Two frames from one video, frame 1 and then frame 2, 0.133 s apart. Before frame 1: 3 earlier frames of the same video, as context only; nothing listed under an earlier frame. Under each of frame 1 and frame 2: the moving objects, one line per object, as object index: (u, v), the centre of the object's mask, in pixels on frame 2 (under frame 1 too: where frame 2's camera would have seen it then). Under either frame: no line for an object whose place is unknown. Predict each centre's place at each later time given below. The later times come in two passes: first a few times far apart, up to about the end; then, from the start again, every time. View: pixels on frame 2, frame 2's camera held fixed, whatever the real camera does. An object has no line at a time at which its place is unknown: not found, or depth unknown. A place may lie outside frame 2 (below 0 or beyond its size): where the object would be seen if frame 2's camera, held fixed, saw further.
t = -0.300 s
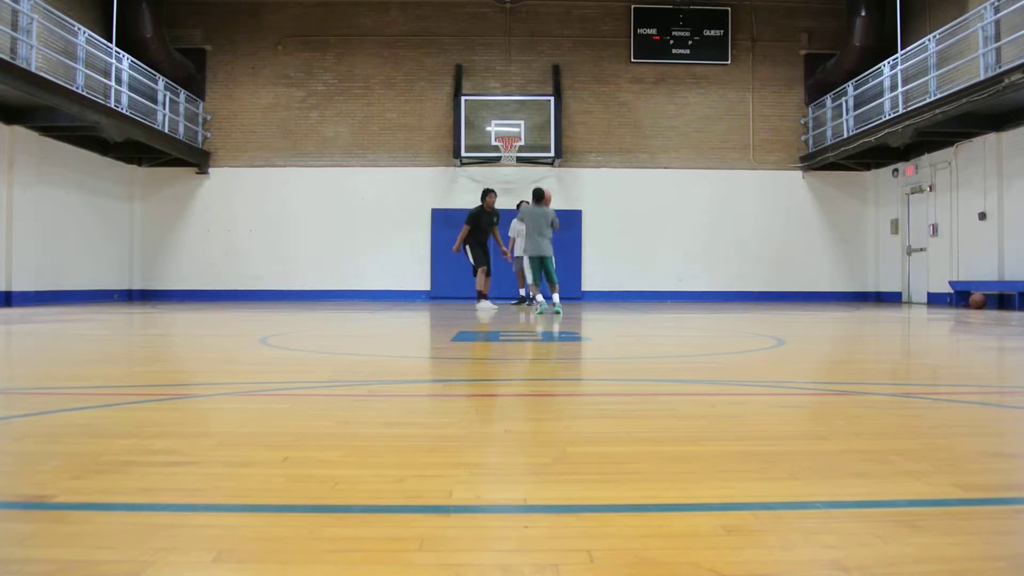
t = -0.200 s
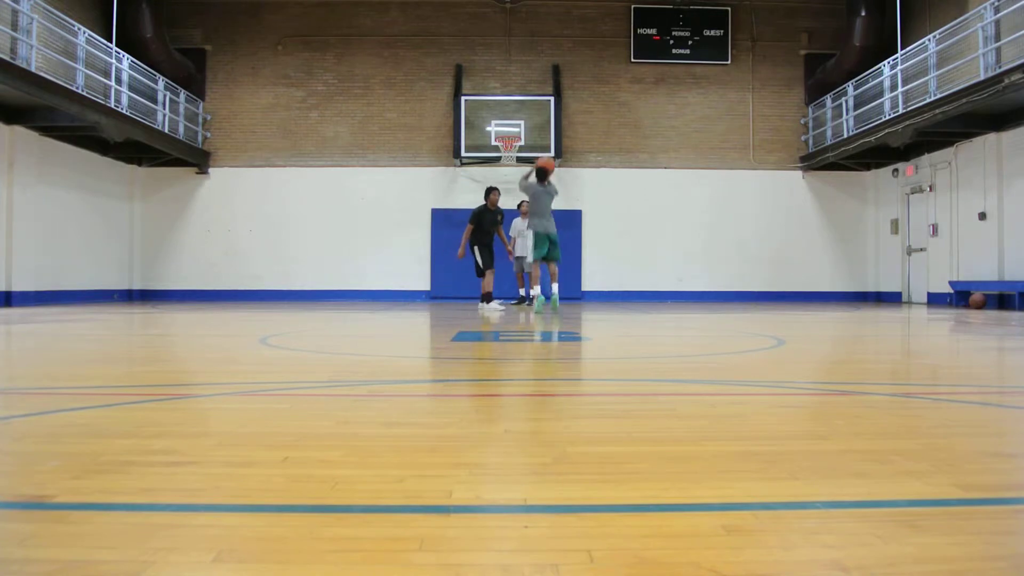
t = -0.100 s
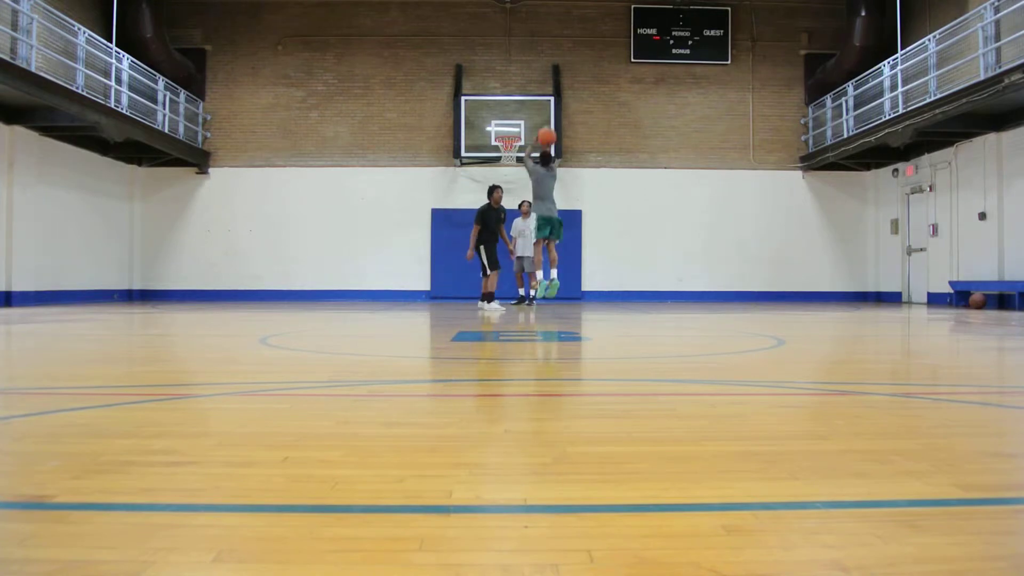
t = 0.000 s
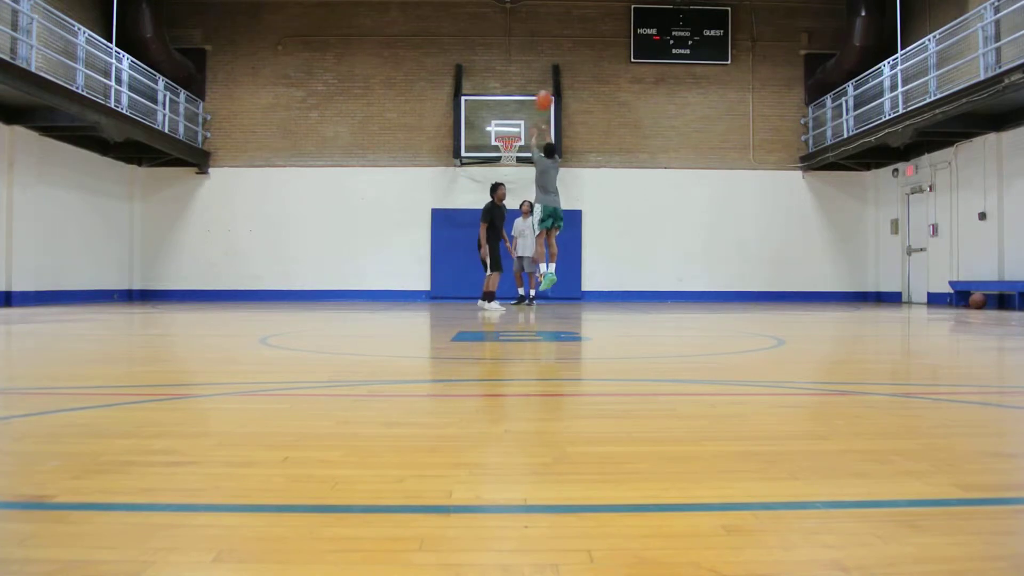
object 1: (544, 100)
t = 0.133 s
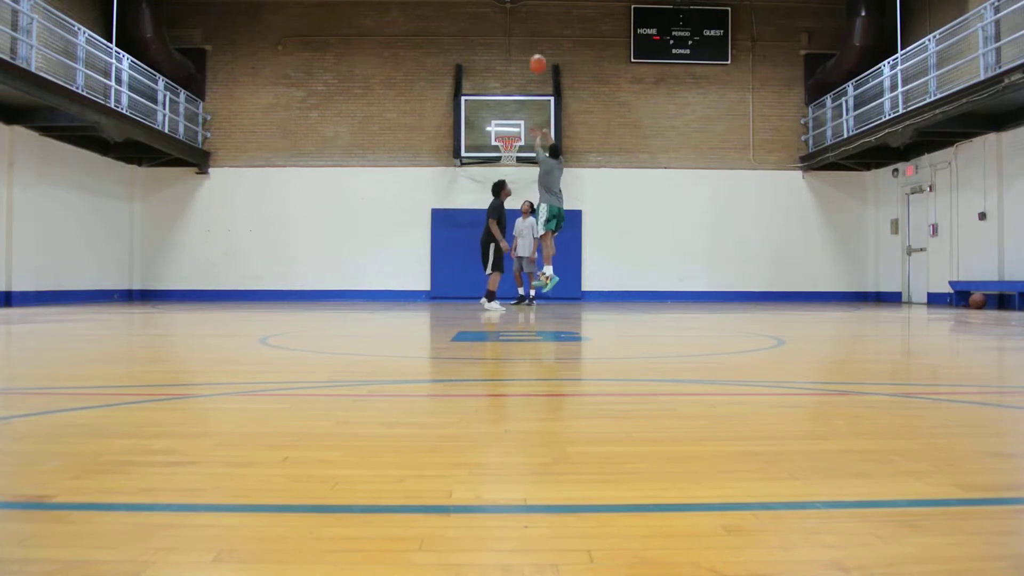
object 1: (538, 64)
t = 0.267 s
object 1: (532, 42)
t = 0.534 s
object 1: (522, 35)
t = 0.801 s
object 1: (513, 69)
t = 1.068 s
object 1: (505, 134)
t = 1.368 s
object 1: (490, 125)
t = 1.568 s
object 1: (481, 137)
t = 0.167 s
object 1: (536, 57)
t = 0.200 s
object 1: (535, 51)
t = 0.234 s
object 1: (533, 46)
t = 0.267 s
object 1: (532, 42)
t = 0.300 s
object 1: (531, 39)
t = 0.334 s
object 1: (529, 36)
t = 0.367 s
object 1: (528, 34)
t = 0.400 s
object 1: (527, 33)
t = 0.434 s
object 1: (526, 33)
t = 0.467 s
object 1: (524, 33)
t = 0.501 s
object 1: (523, 34)
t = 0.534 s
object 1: (522, 35)
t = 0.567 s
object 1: (521, 38)
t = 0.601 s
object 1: (519, 40)
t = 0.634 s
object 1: (519, 43)
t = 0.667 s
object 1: (517, 48)
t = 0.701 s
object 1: (516, 52)
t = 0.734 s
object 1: (515, 57)
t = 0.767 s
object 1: (514, 62)
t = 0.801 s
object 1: (513, 69)
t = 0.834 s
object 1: (512, 75)
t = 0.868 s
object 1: (511, 82)
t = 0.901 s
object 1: (510, 90)
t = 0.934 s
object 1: (509, 98)
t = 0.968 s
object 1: (508, 106)
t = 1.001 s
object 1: (507, 116)
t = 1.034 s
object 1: (506, 125)
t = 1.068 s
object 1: (505, 134)
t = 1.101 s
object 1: (508, 135)
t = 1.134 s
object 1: (512, 134)
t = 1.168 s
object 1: (510, 133)
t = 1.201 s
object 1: (506, 130)
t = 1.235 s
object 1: (503, 128)
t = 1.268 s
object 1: (500, 126)
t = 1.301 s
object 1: (497, 126)
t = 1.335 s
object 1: (493, 125)
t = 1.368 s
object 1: (490, 125)
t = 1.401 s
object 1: (488, 126)
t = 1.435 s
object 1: (486, 127)
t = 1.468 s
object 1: (485, 128)
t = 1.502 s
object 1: (483, 131)
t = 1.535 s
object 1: (482, 134)
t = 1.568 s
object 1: (481, 137)
